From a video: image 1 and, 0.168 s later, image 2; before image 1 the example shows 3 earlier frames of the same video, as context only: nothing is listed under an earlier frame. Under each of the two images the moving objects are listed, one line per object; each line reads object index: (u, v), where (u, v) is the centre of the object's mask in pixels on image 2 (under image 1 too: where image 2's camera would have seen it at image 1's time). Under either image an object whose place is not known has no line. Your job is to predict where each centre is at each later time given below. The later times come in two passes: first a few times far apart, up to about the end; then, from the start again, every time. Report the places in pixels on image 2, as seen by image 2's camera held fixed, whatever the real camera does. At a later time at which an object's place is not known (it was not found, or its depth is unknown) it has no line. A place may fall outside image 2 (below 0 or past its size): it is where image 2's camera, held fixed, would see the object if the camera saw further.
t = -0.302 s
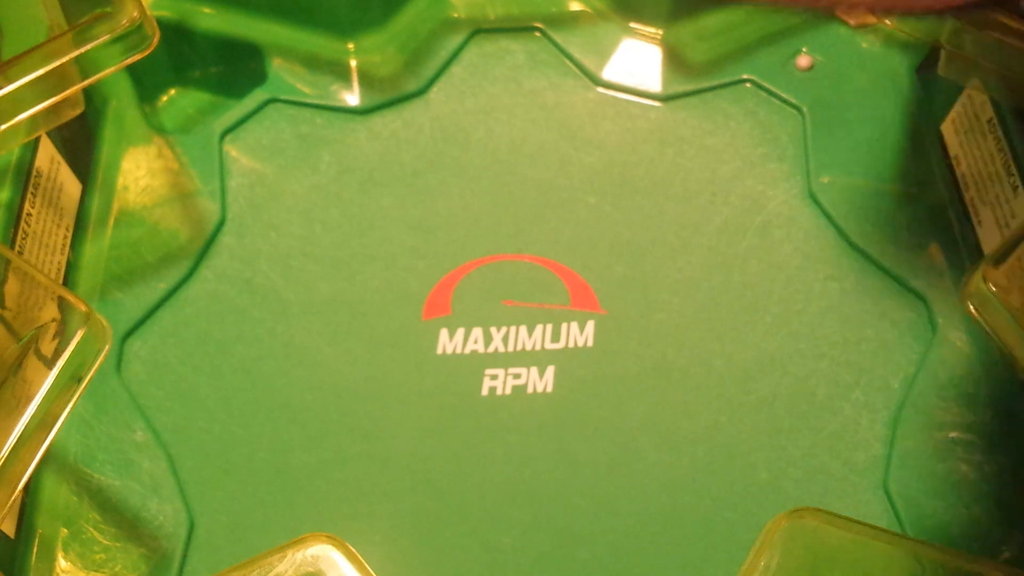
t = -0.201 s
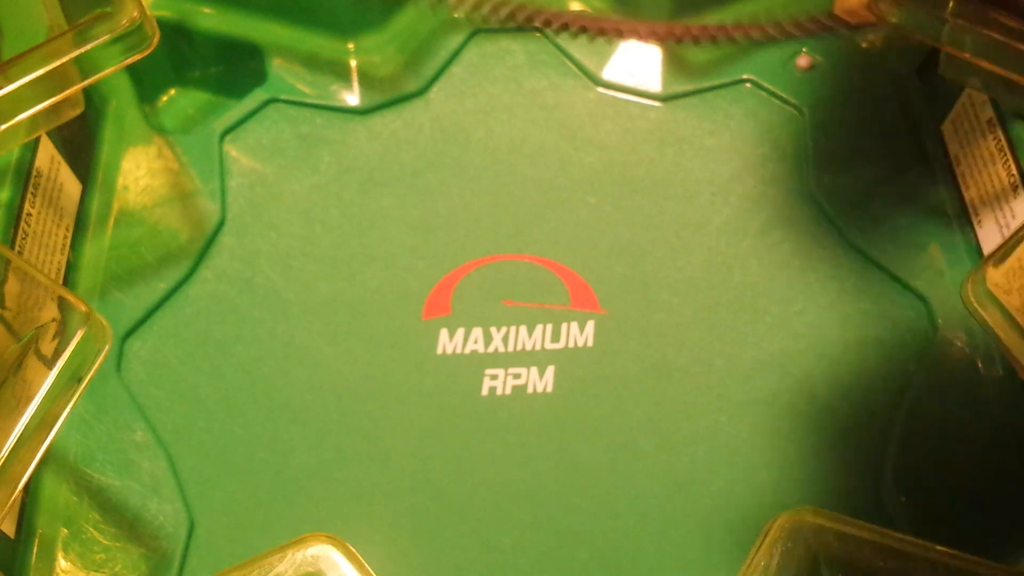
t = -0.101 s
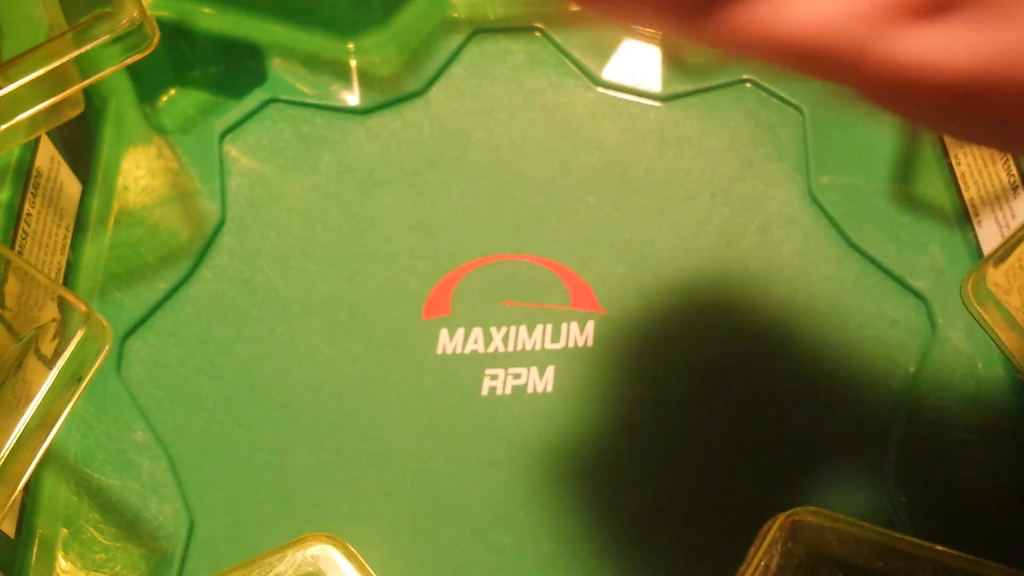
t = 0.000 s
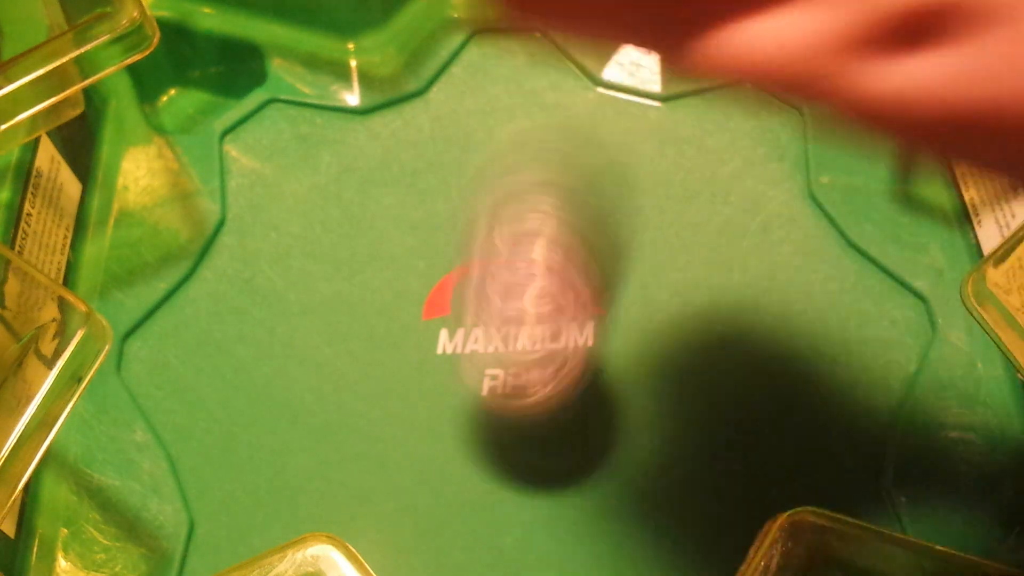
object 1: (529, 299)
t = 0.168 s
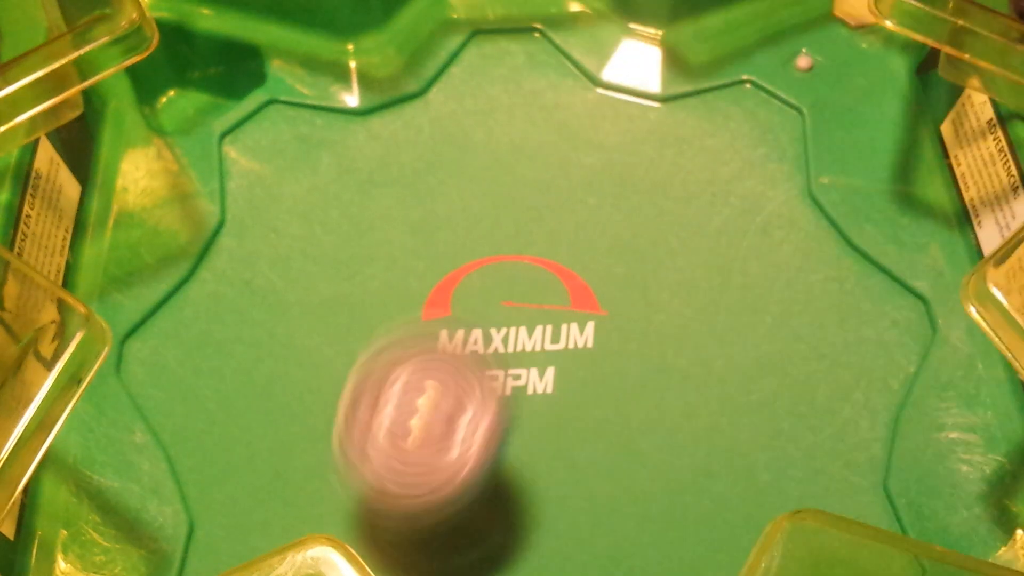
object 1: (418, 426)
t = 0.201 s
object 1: (407, 476)
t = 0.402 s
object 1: (488, 501)
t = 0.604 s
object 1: (704, 506)
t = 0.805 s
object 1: (783, 388)
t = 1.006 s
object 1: (647, 296)
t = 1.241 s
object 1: (455, 354)
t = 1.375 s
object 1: (422, 417)
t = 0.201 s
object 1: (407, 476)
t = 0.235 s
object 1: (408, 475)
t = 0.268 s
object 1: (411, 484)
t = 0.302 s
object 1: (421, 494)
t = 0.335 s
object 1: (436, 497)
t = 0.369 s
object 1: (459, 499)
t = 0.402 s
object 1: (488, 501)
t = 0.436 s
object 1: (520, 505)
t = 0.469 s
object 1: (554, 507)
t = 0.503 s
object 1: (592, 511)
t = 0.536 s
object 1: (636, 514)
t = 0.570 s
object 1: (675, 513)
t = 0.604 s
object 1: (704, 506)
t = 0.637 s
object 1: (737, 489)
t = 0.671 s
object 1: (762, 470)
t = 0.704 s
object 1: (781, 453)
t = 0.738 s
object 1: (789, 433)
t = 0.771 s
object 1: (789, 411)
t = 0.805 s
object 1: (783, 388)
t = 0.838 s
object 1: (770, 366)
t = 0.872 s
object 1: (754, 347)
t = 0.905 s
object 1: (732, 329)
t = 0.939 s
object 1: (705, 315)
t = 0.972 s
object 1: (676, 304)
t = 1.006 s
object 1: (647, 296)
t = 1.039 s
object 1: (615, 291)
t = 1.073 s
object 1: (586, 293)
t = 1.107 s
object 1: (556, 297)
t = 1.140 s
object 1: (527, 306)
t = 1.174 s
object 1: (496, 321)
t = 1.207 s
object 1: (473, 336)
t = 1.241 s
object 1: (455, 354)
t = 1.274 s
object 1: (440, 371)
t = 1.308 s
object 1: (431, 387)
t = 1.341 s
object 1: (424, 404)
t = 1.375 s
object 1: (422, 417)
